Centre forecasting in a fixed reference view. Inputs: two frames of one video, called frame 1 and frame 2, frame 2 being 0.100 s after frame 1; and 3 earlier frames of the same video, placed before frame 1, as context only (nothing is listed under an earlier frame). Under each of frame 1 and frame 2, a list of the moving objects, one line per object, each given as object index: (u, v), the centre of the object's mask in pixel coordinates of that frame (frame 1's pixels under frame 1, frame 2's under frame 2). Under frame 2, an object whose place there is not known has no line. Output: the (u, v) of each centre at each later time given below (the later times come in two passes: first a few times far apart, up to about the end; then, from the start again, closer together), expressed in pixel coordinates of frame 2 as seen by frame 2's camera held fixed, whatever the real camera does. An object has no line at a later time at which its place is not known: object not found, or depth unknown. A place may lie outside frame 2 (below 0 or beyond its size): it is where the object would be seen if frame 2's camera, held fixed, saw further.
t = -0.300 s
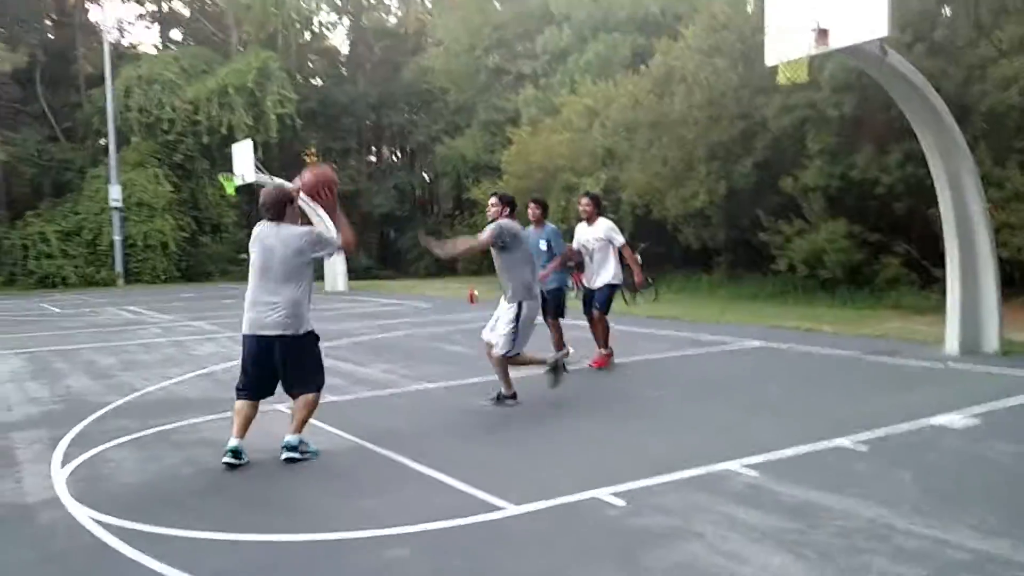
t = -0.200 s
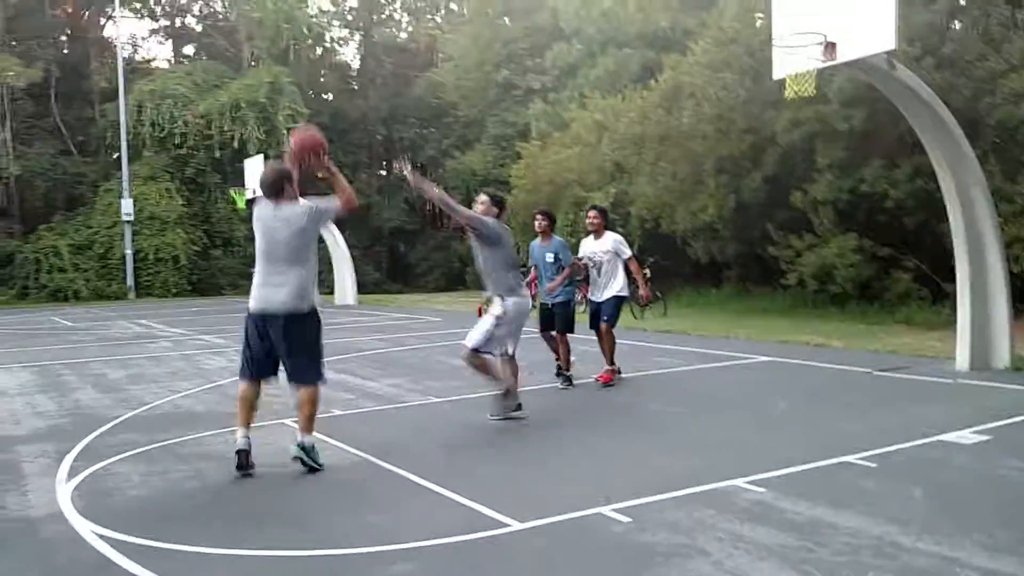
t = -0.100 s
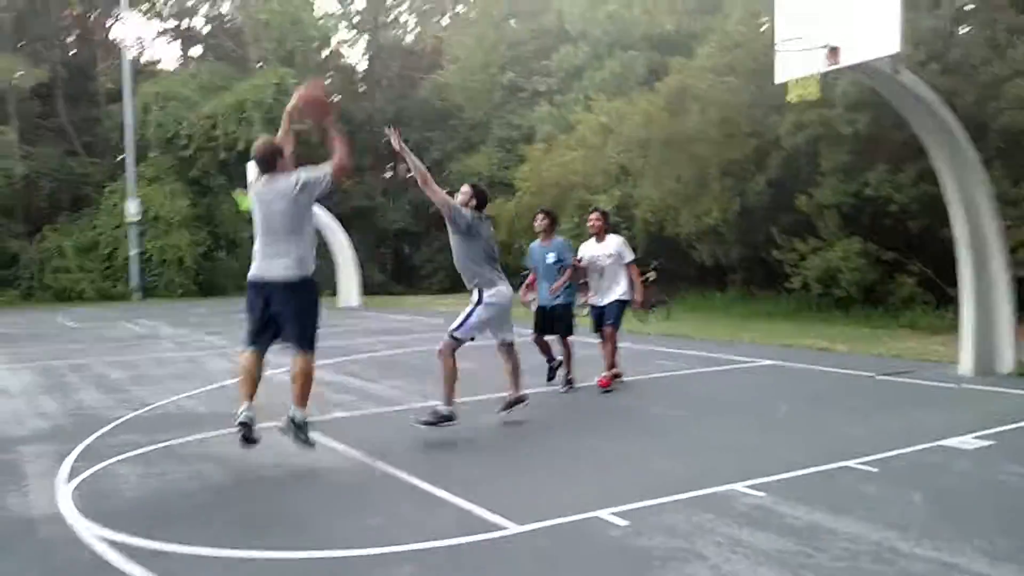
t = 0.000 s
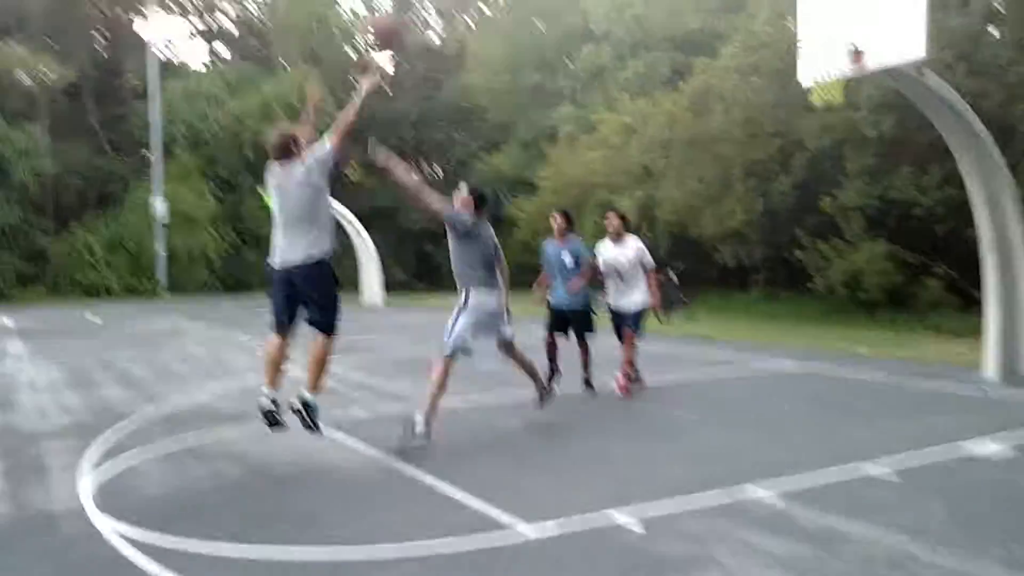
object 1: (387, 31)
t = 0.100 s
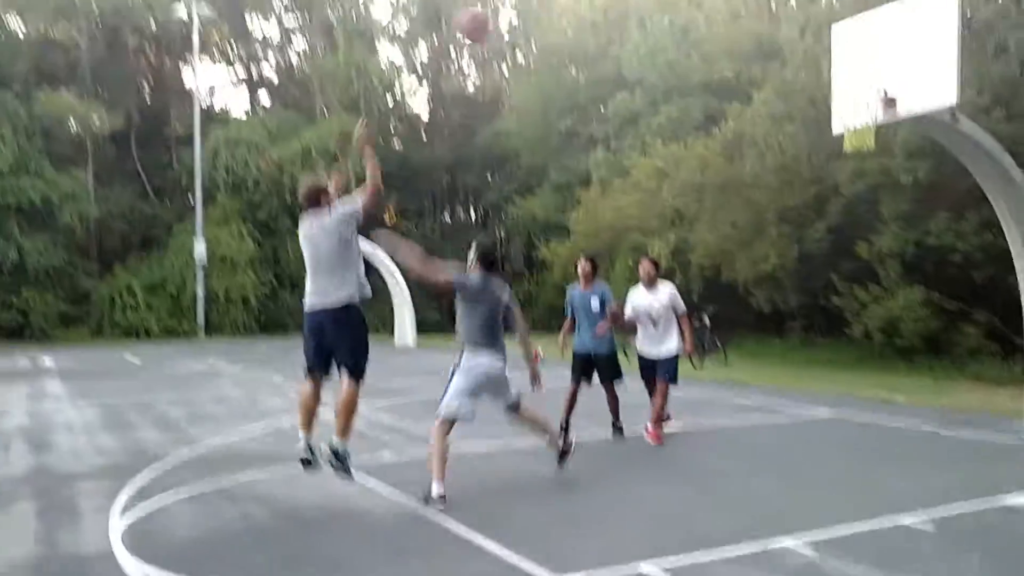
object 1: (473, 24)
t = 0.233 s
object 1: (539, -21)
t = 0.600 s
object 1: (702, -23)
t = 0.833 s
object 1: (791, 42)
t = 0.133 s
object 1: (488, 11)
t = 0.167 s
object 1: (509, 0)
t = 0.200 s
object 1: (524, -11)
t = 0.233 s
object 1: (539, -21)
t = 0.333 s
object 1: (586, -34)
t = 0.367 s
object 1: (601, -35)
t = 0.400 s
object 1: (615, -35)
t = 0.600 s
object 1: (702, -23)
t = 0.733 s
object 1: (754, 3)
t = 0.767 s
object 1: (769, 14)
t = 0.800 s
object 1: (780, 27)
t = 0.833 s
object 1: (791, 42)
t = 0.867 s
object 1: (805, 54)
